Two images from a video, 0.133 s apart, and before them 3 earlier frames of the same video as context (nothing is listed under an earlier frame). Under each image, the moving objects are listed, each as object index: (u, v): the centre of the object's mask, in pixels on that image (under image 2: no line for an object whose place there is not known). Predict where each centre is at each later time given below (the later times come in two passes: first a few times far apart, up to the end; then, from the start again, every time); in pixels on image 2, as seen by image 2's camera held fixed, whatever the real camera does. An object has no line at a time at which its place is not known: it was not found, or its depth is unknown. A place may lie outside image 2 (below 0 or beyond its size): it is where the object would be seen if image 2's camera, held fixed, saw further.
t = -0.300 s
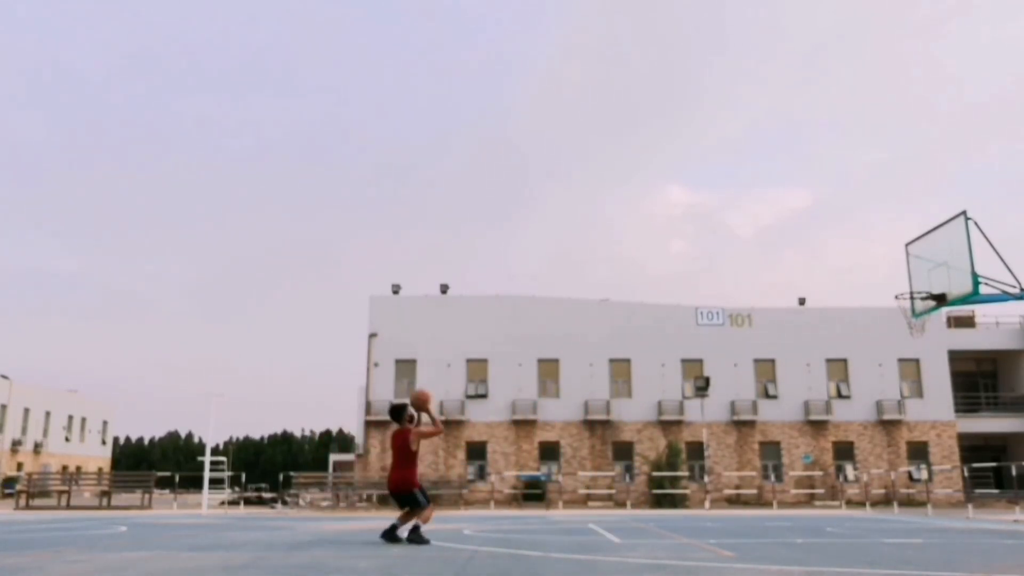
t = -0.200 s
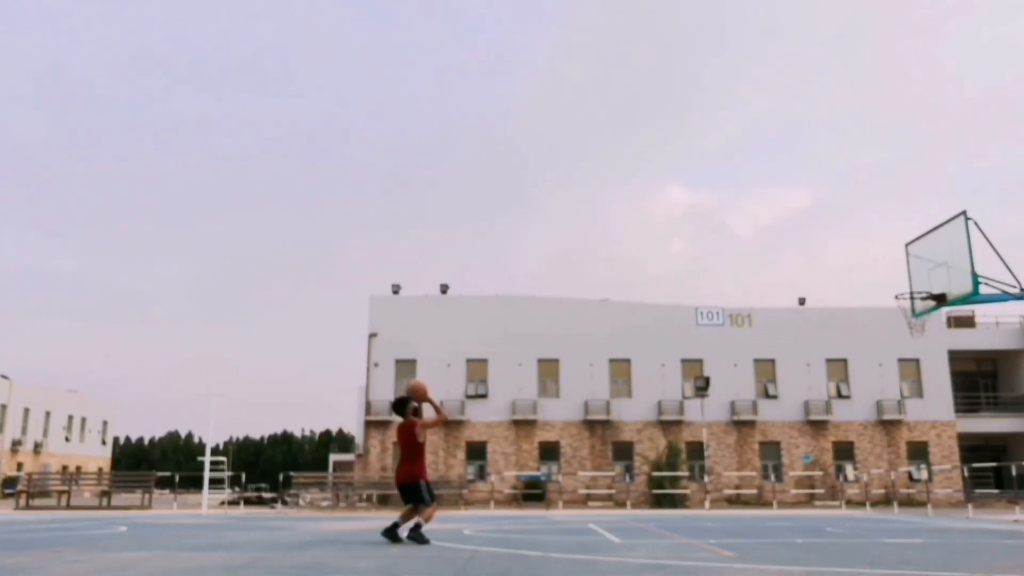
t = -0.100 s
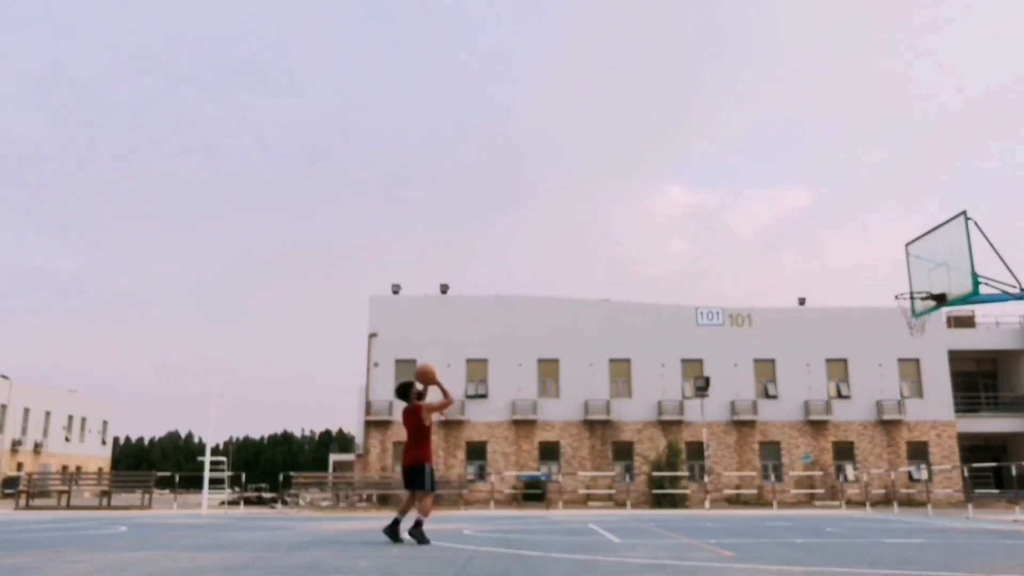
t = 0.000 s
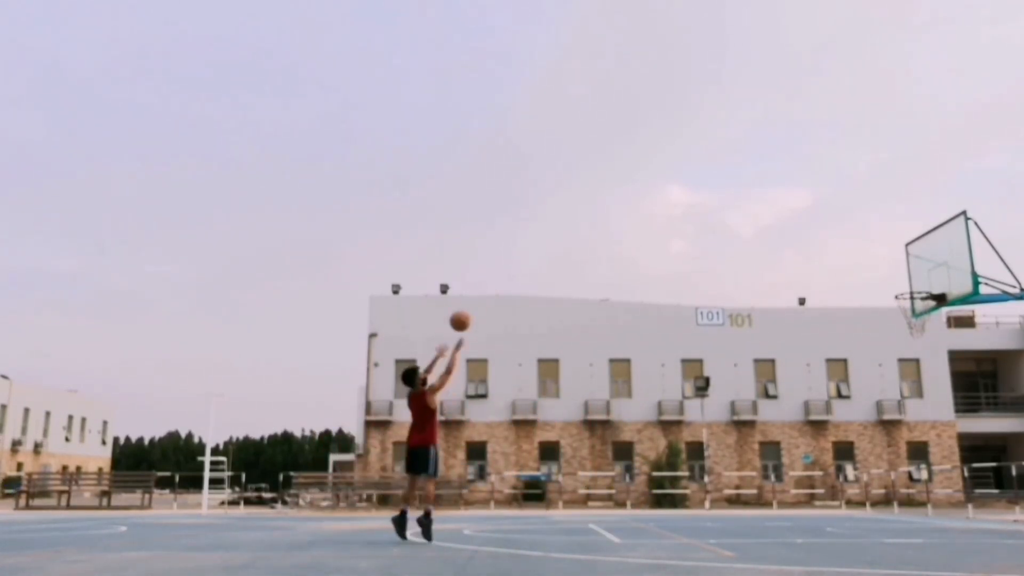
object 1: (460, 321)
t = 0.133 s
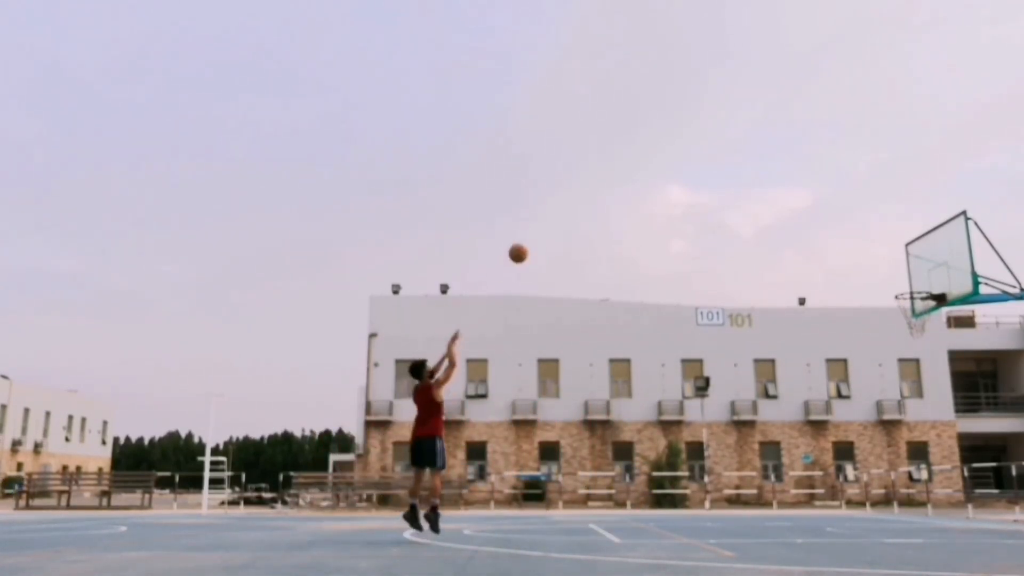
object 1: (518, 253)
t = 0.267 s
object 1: (572, 205)
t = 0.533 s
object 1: (670, 158)
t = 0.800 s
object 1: (760, 166)
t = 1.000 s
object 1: (825, 205)
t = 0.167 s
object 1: (532, 240)
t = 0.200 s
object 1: (546, 227)
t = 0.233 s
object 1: (559, 215)
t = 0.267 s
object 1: (572, 205)
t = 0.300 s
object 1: (585, 196)
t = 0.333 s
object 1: (597, 188)
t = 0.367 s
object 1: (610, 180)
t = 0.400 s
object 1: (622, 174)
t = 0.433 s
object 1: (634, 169)
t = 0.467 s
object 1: (646, 164)
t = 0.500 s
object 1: (658, 160)
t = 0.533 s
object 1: (670, 158)
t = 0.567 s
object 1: (682, 156)
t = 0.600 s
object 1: (693, 155)
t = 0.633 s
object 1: (704, 155)
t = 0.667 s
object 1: (716, 156)
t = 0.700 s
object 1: (727, 157)
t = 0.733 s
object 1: (738, 159)
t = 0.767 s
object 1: (749, 162)
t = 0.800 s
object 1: (760, 166)
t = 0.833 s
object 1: (771, 171)
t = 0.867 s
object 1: (782, 176)
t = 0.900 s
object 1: (793, 182)
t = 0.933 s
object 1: (804, 189)
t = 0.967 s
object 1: (815, 197)
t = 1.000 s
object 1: (825, 205)
